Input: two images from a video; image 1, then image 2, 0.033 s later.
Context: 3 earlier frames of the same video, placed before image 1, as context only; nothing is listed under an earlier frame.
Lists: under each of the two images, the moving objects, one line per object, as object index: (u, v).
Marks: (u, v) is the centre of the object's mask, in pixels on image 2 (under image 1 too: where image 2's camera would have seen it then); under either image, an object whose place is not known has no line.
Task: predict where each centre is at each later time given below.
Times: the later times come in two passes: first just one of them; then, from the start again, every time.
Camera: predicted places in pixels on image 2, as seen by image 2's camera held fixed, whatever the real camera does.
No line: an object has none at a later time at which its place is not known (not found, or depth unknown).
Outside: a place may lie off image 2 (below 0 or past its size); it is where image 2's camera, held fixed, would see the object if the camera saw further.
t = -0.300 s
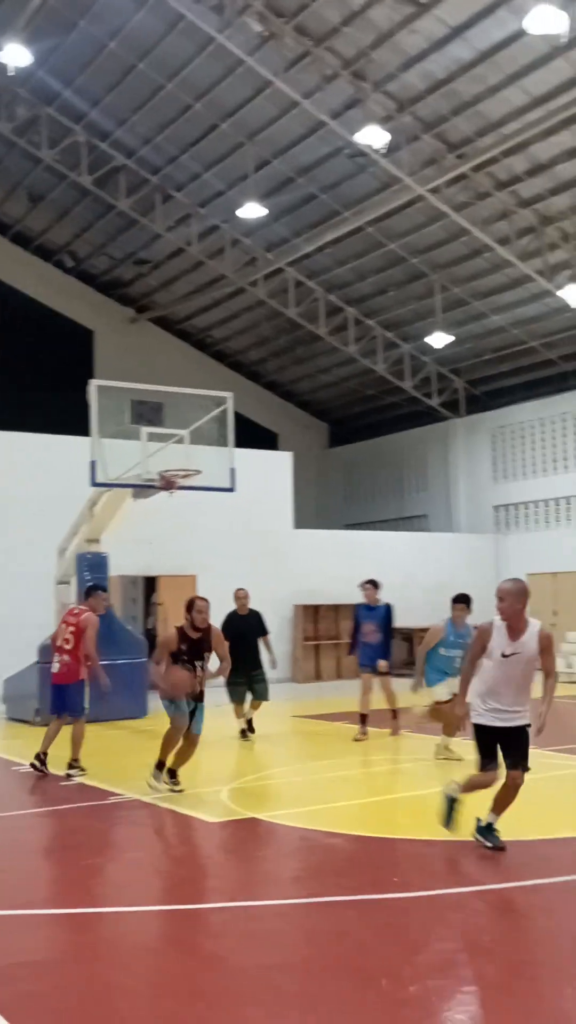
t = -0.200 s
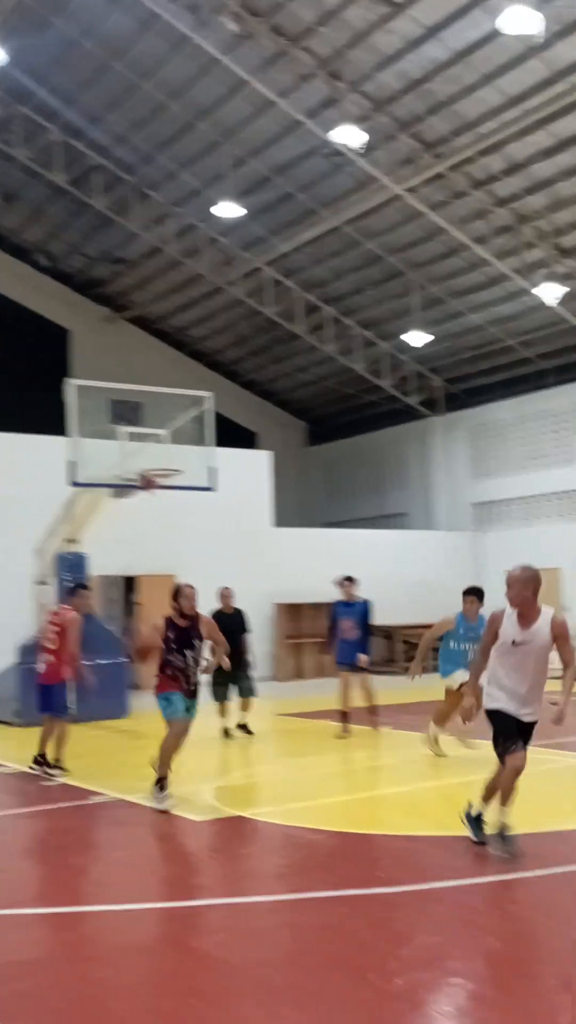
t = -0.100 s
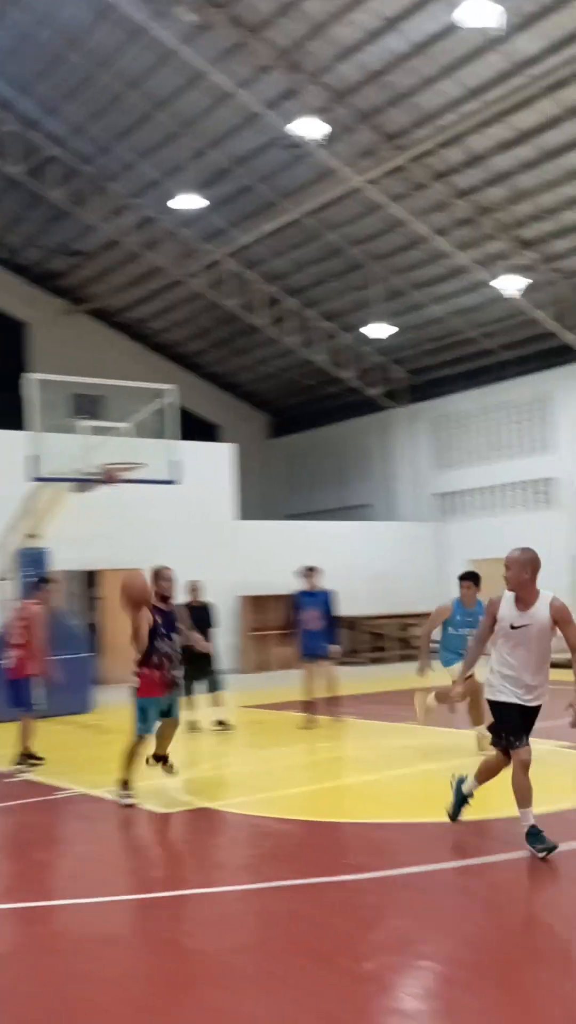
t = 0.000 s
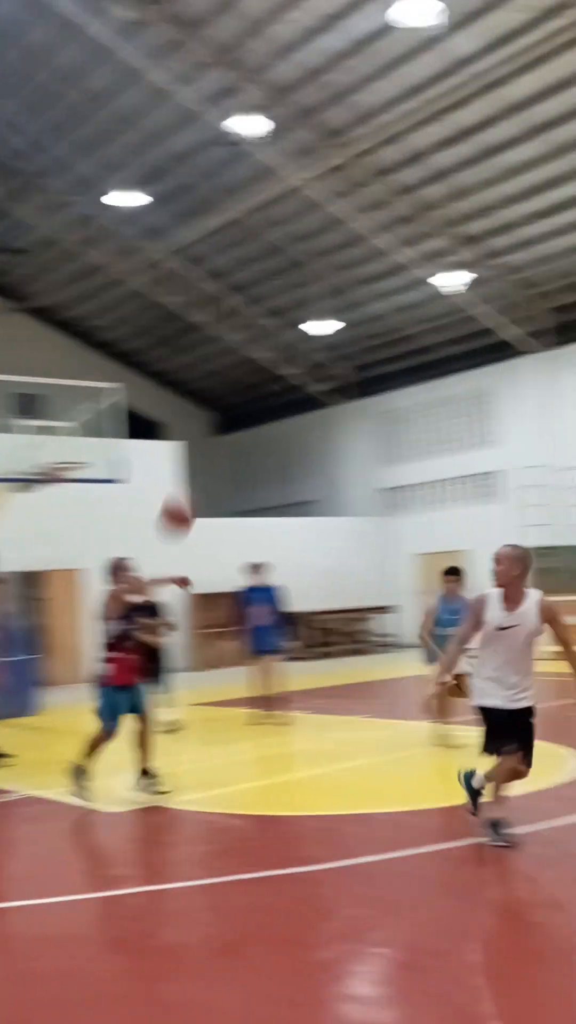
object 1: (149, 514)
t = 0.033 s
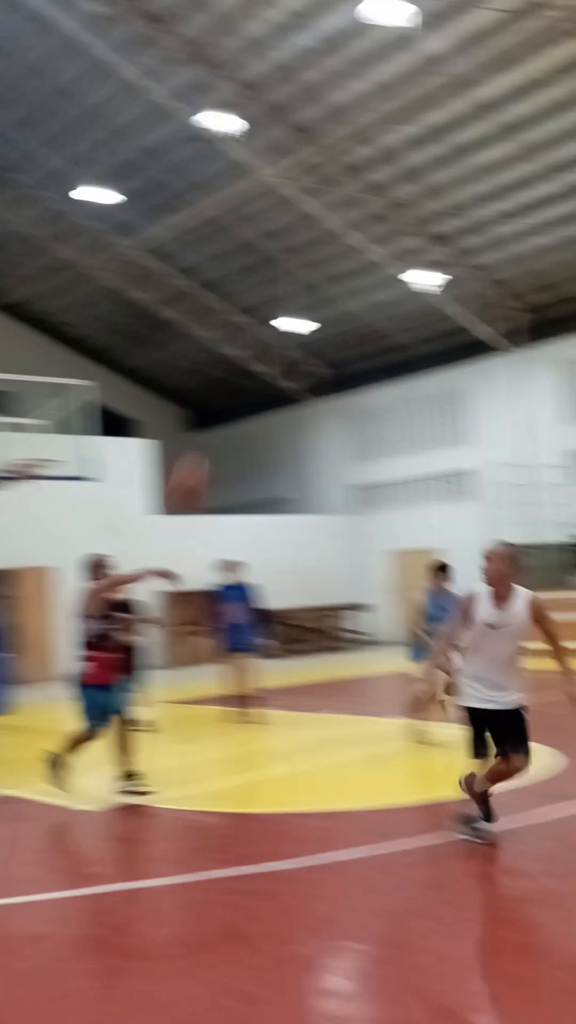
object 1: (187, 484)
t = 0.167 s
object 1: (367, 371)
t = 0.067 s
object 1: (229, 454)
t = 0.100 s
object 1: (274, 425)
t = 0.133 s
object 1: (318, 398)
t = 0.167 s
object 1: (367, 371)
